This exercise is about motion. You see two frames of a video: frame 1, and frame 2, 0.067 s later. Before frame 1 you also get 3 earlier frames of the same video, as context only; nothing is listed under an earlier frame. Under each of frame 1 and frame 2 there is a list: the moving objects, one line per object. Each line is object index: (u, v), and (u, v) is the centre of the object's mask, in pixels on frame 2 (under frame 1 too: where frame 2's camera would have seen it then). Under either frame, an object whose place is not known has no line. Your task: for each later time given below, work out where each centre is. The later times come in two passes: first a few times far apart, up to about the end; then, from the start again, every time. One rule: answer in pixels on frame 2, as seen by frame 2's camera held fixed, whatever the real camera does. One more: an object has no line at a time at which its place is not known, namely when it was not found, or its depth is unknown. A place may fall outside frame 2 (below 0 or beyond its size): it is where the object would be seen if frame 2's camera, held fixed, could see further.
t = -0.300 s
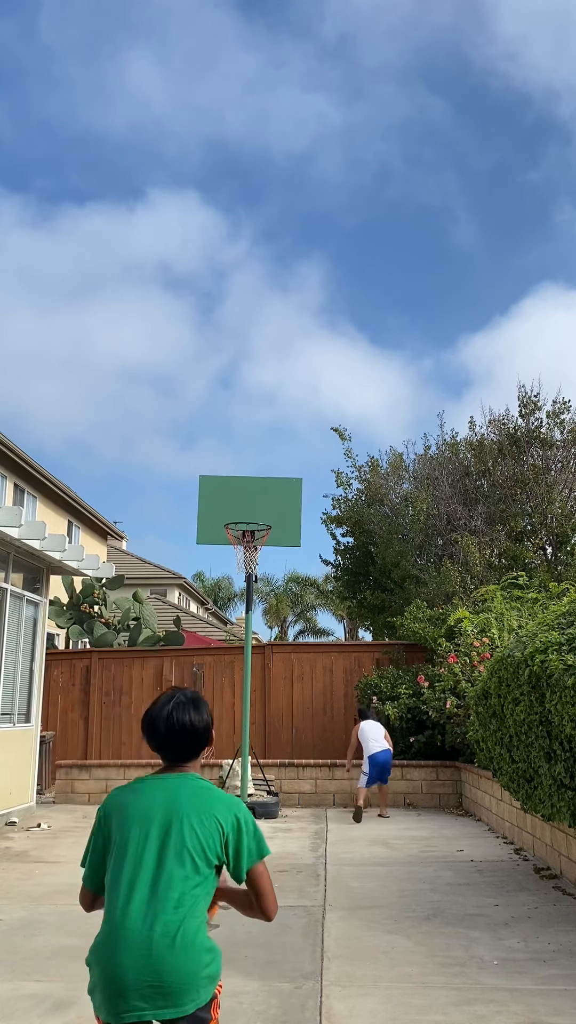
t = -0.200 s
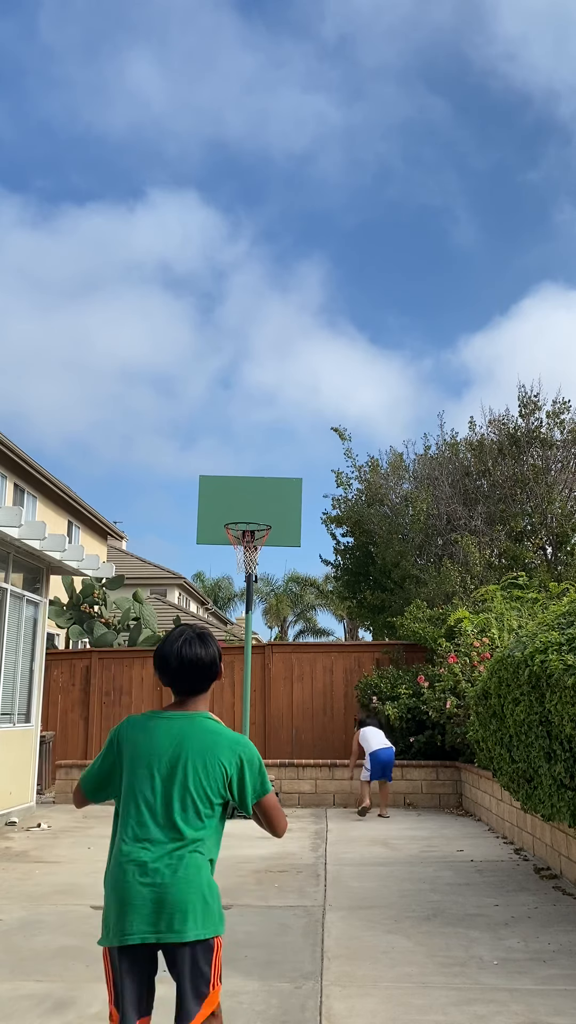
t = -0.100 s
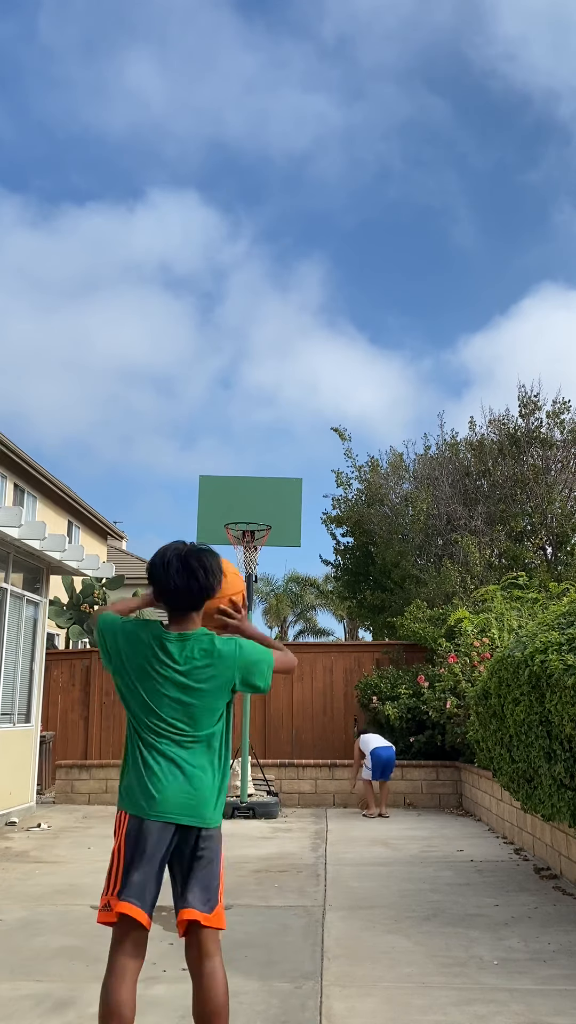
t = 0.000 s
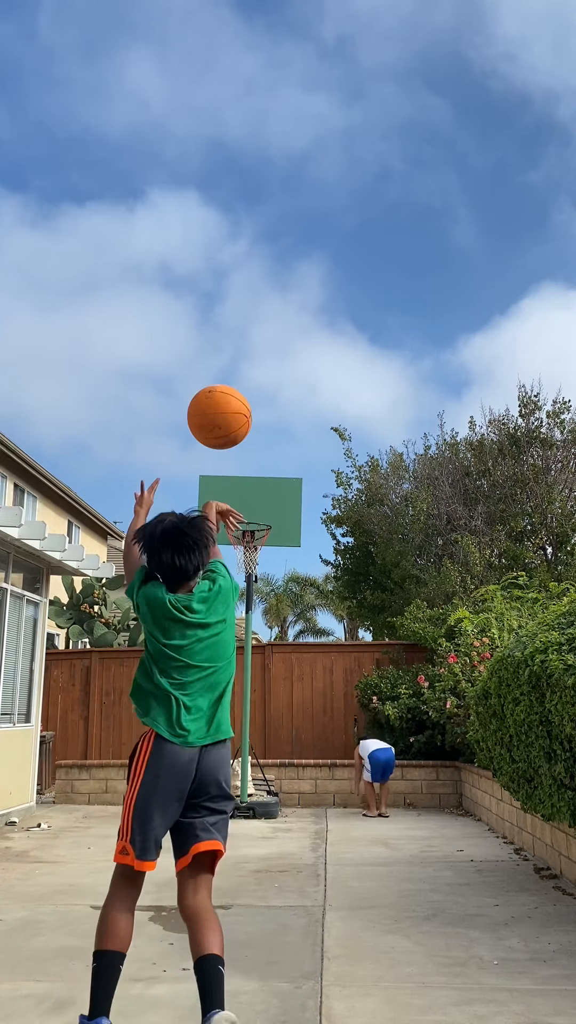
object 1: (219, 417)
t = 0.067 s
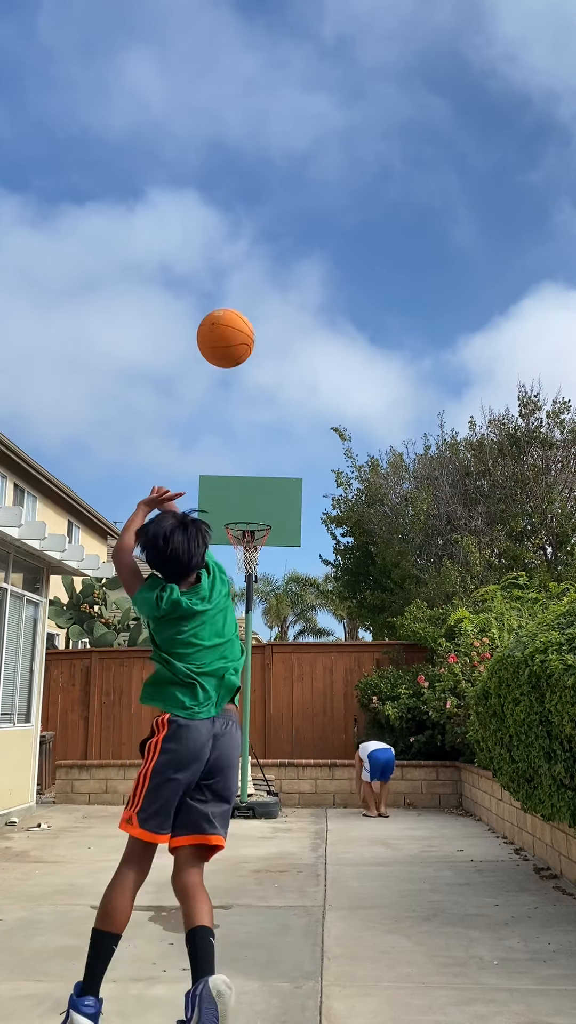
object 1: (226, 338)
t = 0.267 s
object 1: (238, 227)
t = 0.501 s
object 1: (247, 217)
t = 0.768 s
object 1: (252, 283)
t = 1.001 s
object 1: (254, 383)
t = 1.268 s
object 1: (259, 512)
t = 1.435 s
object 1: (279, 495)
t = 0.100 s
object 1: (228, 309)
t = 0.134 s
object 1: (230, 284)
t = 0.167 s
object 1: (232, 265)
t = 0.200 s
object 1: (234, 249)
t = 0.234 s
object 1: (236, 236)
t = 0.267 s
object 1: (238, 227)
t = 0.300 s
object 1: (239, 220)
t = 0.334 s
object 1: (241, 215)
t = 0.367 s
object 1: (242, 212)
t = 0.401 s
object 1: (244, 211)
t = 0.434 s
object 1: (245, 212)
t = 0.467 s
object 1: (246, 214)
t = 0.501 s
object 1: (247, 217)
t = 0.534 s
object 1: (248, 222)
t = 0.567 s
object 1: (249, 227)
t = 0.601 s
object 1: (249, 234)
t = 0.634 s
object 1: (250, 242)
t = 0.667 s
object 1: (251, 251)
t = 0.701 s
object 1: (251, 261)
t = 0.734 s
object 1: (251, 272)
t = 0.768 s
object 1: (252, 283)
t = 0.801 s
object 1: (252, 295)
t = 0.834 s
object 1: (253, 308)
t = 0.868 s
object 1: (253, 322)
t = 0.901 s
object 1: (253, 337)
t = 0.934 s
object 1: (254, 351)
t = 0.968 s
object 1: (254, 367)
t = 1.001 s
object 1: (254, 383)
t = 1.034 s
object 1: (255, 400)
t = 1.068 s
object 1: (255, 417)
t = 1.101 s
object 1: (255, 435)
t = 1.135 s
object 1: (256, 453)
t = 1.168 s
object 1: (256, 472)
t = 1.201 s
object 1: (256, 491)
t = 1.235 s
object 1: (257, 511)
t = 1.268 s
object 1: (259, 512)
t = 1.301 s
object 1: (263, 507)
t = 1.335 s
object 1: (267, 502)
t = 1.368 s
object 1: (271, 499)
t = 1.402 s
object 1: (275, 496)
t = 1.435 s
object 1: (279, 495)
